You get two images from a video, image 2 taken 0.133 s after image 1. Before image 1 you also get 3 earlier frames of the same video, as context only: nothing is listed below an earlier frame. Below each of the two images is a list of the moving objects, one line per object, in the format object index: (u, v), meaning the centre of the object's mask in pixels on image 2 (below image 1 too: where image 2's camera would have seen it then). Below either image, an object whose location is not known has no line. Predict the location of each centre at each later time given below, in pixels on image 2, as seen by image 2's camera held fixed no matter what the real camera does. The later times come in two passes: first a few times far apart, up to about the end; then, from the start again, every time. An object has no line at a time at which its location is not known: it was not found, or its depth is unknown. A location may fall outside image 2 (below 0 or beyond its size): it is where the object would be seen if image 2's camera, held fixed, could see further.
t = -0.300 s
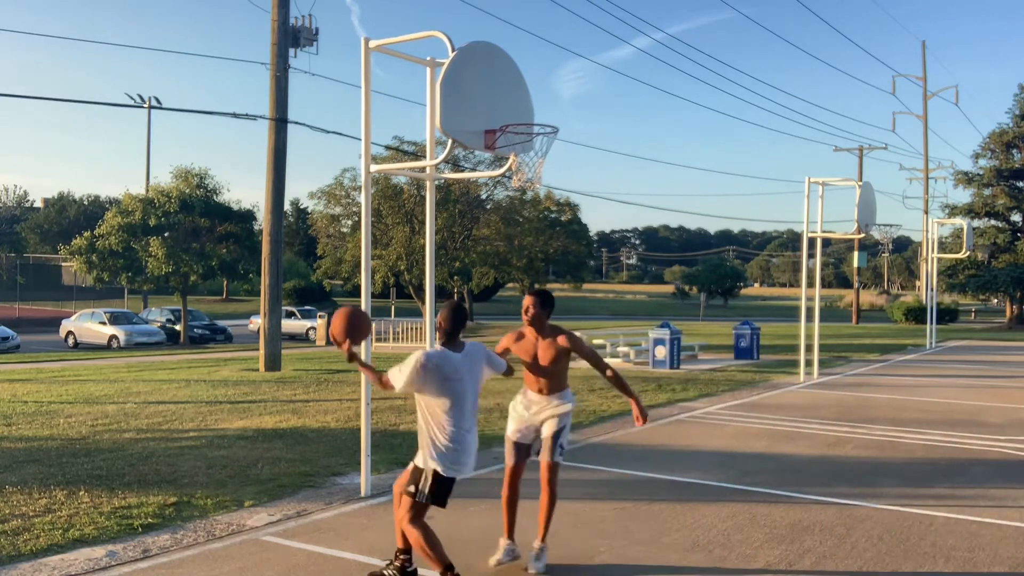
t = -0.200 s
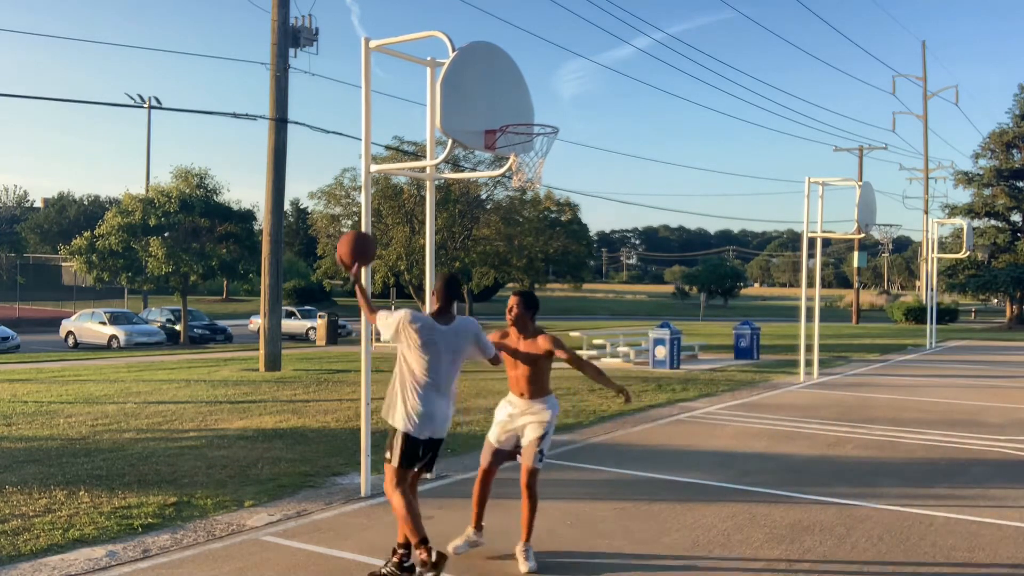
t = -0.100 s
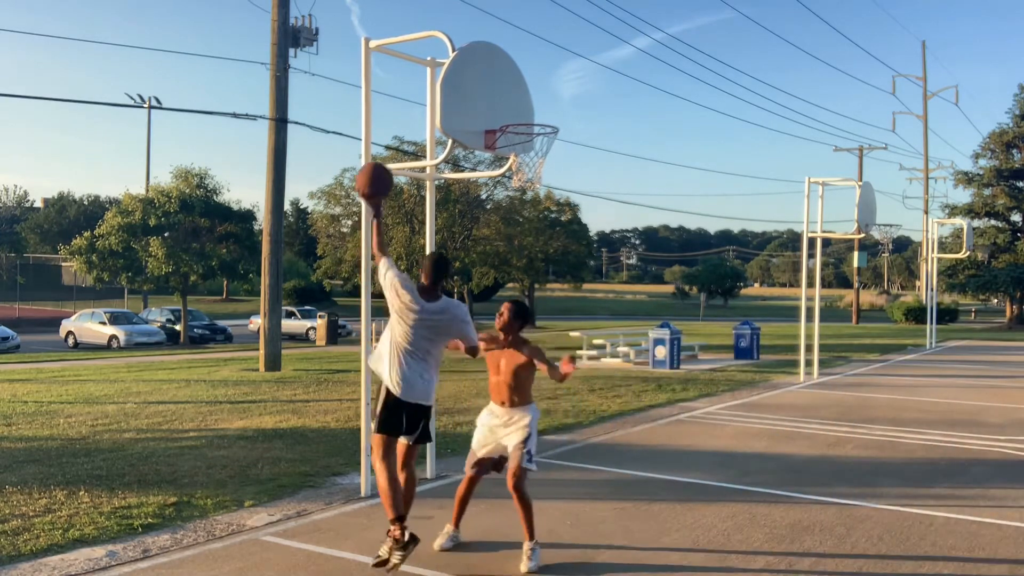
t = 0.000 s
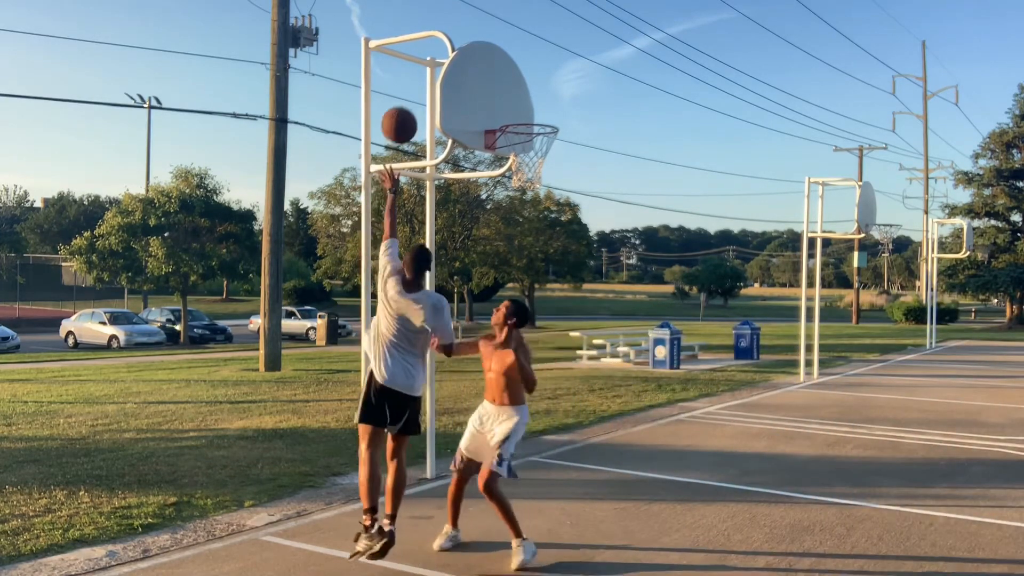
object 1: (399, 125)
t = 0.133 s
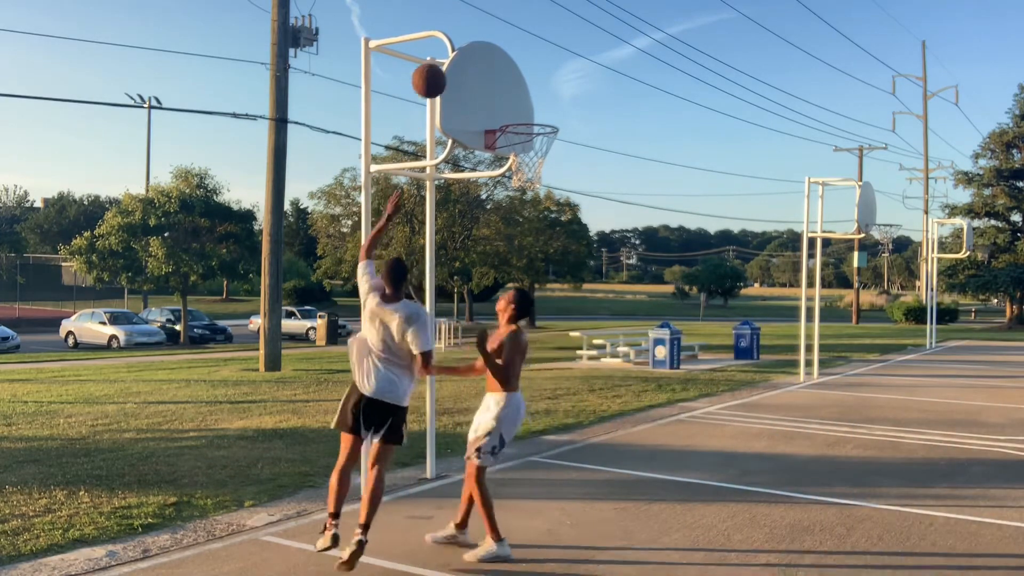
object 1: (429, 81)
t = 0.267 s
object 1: (455, 65)
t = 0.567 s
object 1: (501, 112)
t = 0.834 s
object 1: (532, 102)
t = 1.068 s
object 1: (556, 155)
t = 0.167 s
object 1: (436, 74)
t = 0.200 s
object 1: (442, 69)
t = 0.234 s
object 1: (448, 66)
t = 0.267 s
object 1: (455, 65)
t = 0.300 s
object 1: (461, 64)
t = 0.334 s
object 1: (466, 66)
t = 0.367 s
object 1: (471, 69)
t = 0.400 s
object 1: (477, 73)
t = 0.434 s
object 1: (482, 78)
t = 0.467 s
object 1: (487, 85)
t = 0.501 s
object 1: (492, 93)
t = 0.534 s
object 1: (497, 102)
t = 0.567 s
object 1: (501, 112)
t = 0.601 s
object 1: (505, 111)
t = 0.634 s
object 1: (509, 106)
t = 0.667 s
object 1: (513, 102)
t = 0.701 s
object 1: (517, 99)
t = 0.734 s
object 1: (521, 98)
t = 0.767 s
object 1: (525, 98)
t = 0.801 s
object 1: (528, 99)
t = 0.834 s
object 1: (532, 102)
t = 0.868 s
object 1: (535, 106)
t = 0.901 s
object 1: (539, 111)
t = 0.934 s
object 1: (542, 117)
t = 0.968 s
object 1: (546, 125)
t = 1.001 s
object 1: (549, 134)
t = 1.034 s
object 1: (552, 143)
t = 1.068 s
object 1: (556, 155)
